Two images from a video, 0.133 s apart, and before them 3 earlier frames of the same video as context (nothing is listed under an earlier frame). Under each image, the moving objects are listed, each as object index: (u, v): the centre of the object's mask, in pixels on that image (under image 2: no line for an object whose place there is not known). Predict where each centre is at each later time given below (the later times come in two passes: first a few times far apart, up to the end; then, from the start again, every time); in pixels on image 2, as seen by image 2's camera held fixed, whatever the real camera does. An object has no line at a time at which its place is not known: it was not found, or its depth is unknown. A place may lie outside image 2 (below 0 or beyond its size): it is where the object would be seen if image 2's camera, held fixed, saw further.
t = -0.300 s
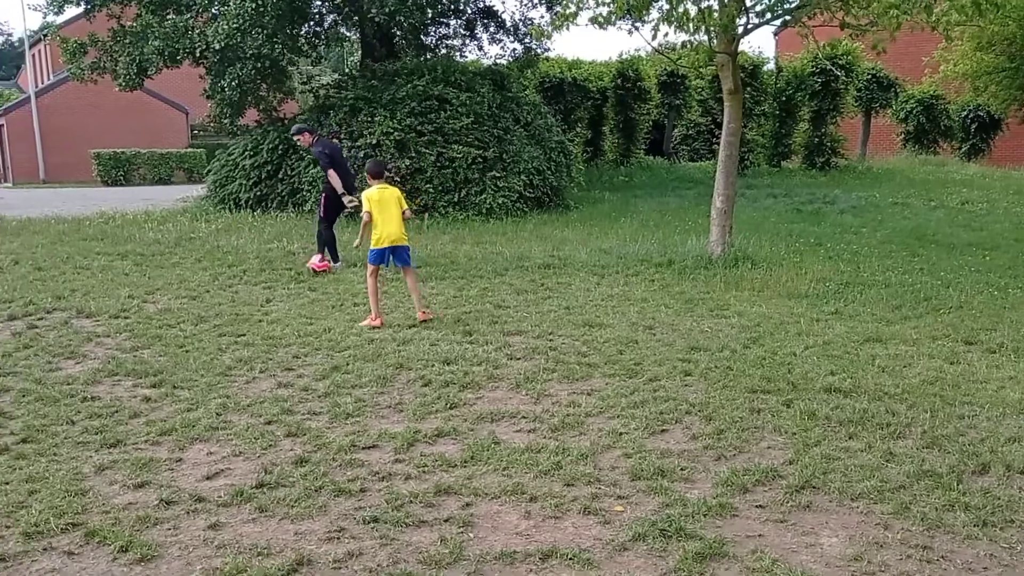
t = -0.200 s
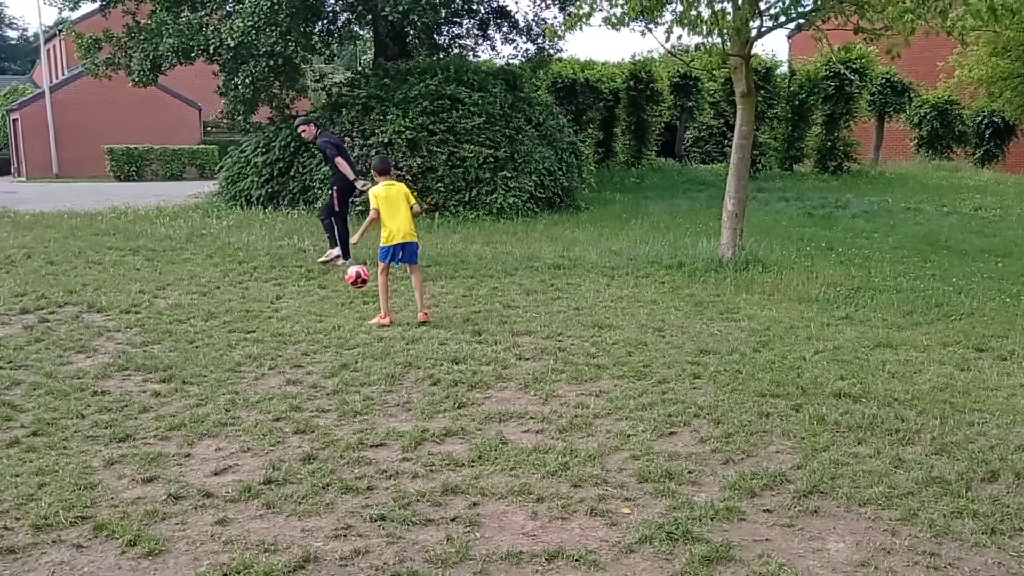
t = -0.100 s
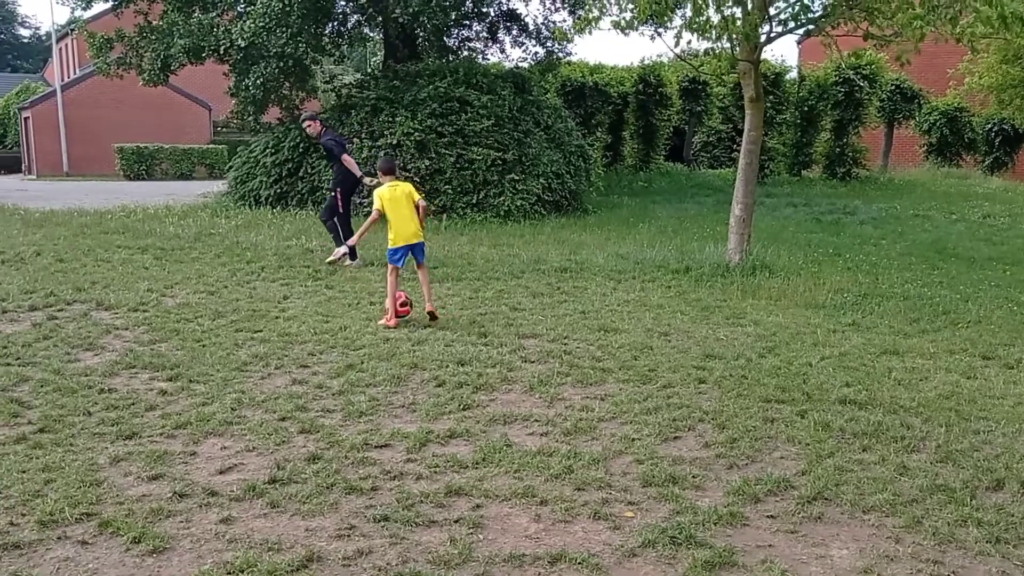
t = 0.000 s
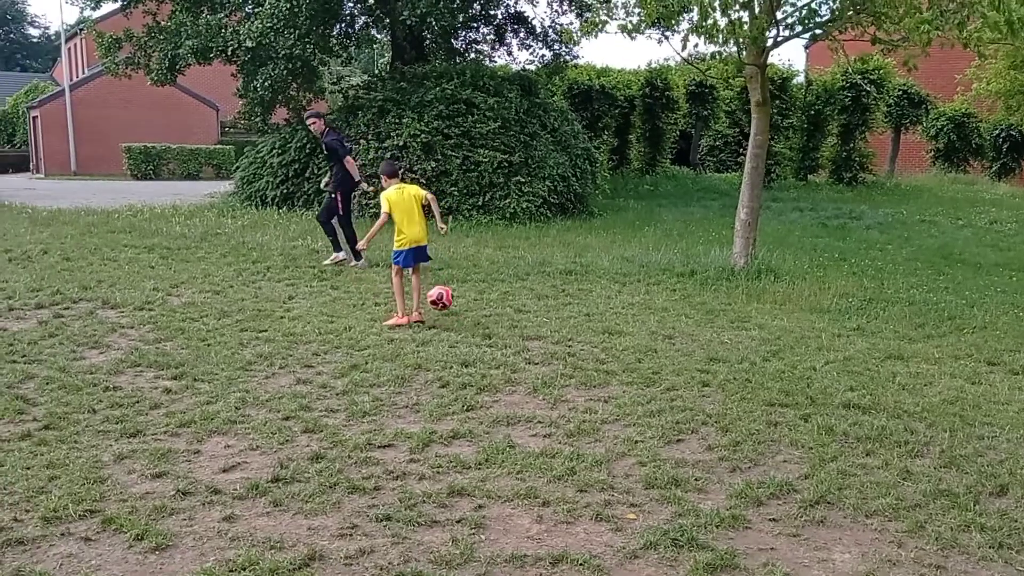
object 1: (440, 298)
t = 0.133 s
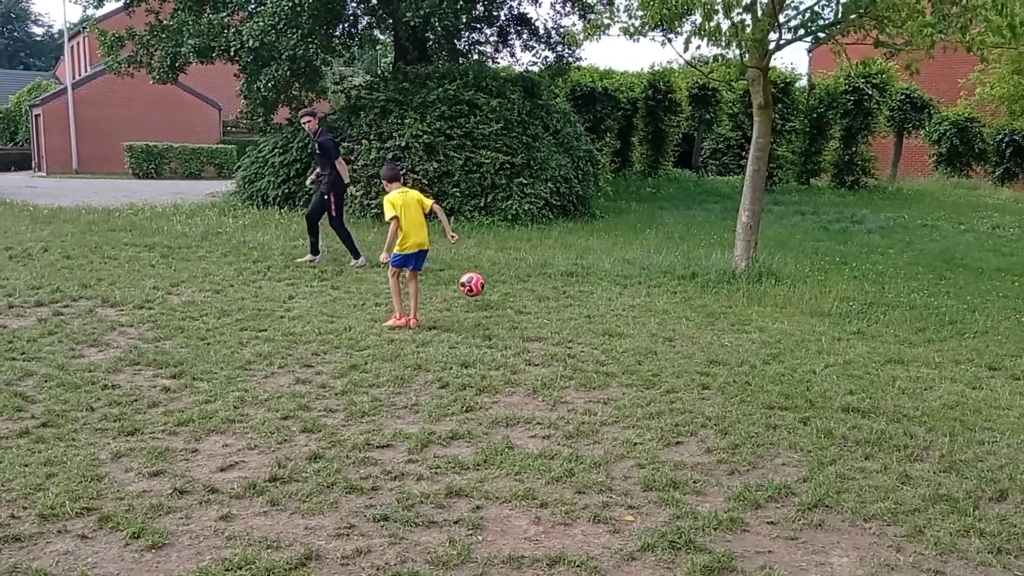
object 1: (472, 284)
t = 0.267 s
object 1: (501, 289)
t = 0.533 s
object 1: (552, 275)
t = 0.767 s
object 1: (582, 262)
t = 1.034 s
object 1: (609, 253)
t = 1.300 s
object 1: (633, 254)
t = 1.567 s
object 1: (657, 251)
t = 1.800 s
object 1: (673, 249)
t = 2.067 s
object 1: (686, 247)
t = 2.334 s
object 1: (695, 244)
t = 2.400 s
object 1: (696, 244)
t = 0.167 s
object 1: (479, 284)
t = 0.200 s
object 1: (487, 285)
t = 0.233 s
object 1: (493, 287)
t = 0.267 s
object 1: (501, 289)
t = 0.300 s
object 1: (508, 287)
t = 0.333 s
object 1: (515, 284)
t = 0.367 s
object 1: (522, 283)
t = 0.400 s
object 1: (529, 282)
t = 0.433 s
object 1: (536, 281)
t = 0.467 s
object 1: (542, 278)
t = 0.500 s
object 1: (546, 276)
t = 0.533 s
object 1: (552, 275)
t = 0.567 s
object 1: (557, 274)
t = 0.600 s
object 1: (563, 273)
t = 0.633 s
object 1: (566, 271)
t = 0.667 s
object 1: (571, 267)
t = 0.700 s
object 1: (574, 265)
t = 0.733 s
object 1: (578, 263)
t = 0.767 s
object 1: (582, 262)
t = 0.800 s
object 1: (586, 262)
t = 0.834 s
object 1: (589, 263)
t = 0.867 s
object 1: (593, 264)
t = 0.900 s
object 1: (596, 262)
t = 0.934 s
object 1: (599, 259)
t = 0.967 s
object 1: (602, 257)
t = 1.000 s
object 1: (606, 255)
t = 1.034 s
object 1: (609, 253)
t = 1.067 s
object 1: (611, 253)
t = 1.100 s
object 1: (615, 253)
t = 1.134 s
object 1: (617, 254)
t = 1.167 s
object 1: (619, 255)
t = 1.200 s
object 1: (622, 257)
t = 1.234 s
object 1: (625, 257)
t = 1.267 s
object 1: (629, 255)
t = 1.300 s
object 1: (633, 254)
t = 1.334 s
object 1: (635, 254)
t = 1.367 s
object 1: (639, 253)
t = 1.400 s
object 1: (642, 252)
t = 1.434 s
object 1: (645, 252)
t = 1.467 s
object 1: (648, 253)
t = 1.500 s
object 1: (651, 253)
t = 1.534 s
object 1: (654, 253)
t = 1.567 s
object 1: (657, 251)
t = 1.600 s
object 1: (659, 251)
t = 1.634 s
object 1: (661, 249)
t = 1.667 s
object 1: (664, 249)
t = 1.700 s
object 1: (665, 249)
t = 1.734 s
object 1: (668, 249)
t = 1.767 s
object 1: (671, 250)
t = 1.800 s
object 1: (673, 249)
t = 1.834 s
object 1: (674, 248)
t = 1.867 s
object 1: (677, 248)
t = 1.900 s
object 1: (678, 247)
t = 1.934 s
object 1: (680, 247)
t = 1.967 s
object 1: (681, 247)
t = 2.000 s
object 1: (683, 247)
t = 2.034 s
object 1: (684, 247)
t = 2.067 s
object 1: (686, 247)
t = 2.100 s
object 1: (686, 246)
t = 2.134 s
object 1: (688, 245)
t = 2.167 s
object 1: (689, 245)
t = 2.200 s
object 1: (691, 245)
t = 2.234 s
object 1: (692, 245)
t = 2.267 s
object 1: (693, 245)
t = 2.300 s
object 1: (694, 245)
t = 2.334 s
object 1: (695, 244)
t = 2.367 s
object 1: (695, 244)
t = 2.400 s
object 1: (696, 244)
